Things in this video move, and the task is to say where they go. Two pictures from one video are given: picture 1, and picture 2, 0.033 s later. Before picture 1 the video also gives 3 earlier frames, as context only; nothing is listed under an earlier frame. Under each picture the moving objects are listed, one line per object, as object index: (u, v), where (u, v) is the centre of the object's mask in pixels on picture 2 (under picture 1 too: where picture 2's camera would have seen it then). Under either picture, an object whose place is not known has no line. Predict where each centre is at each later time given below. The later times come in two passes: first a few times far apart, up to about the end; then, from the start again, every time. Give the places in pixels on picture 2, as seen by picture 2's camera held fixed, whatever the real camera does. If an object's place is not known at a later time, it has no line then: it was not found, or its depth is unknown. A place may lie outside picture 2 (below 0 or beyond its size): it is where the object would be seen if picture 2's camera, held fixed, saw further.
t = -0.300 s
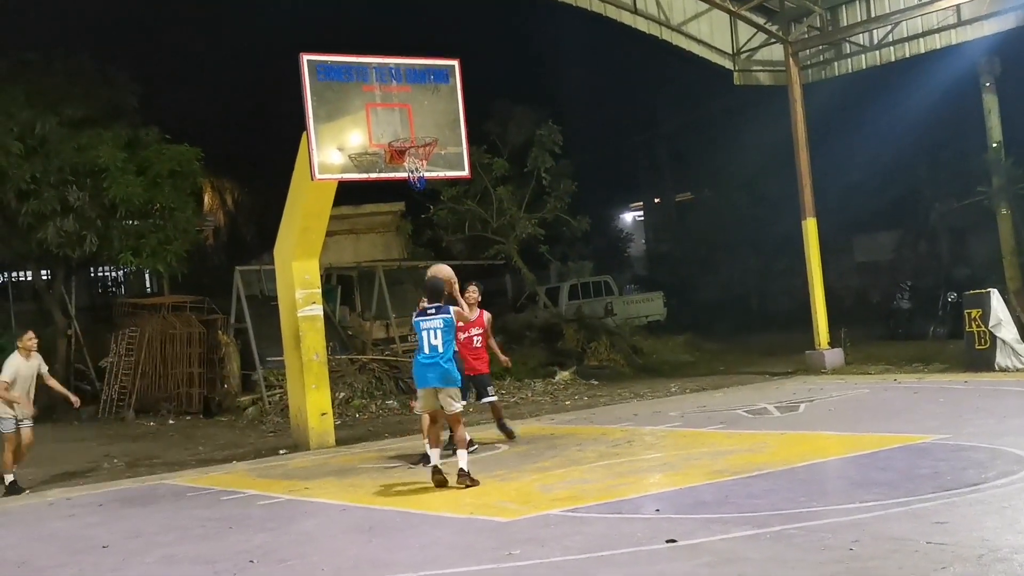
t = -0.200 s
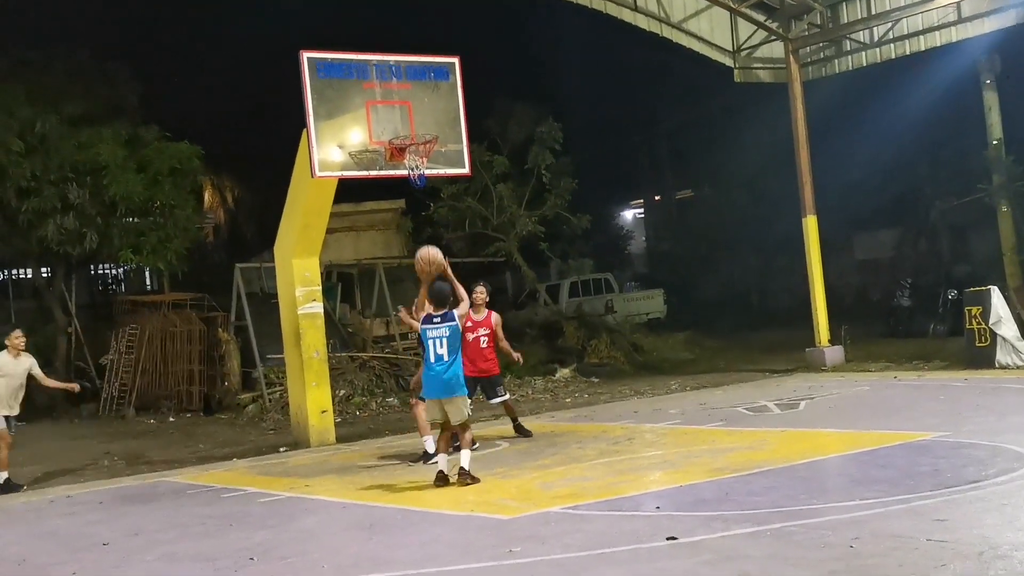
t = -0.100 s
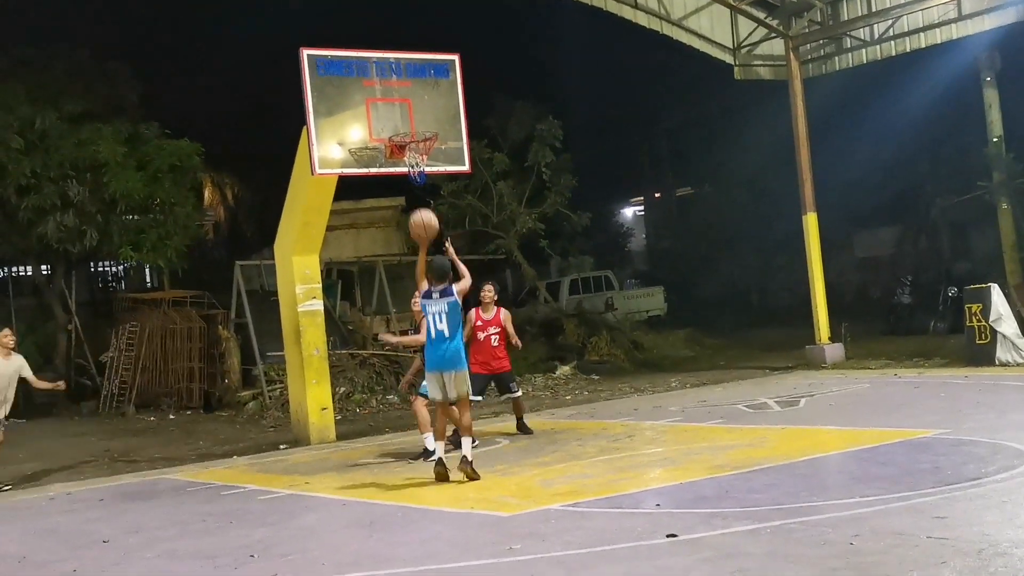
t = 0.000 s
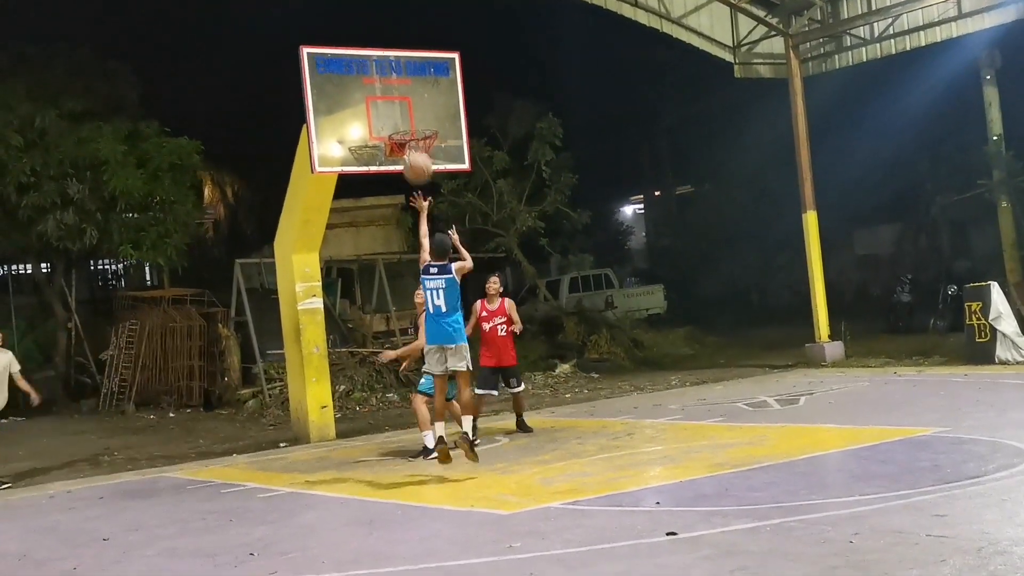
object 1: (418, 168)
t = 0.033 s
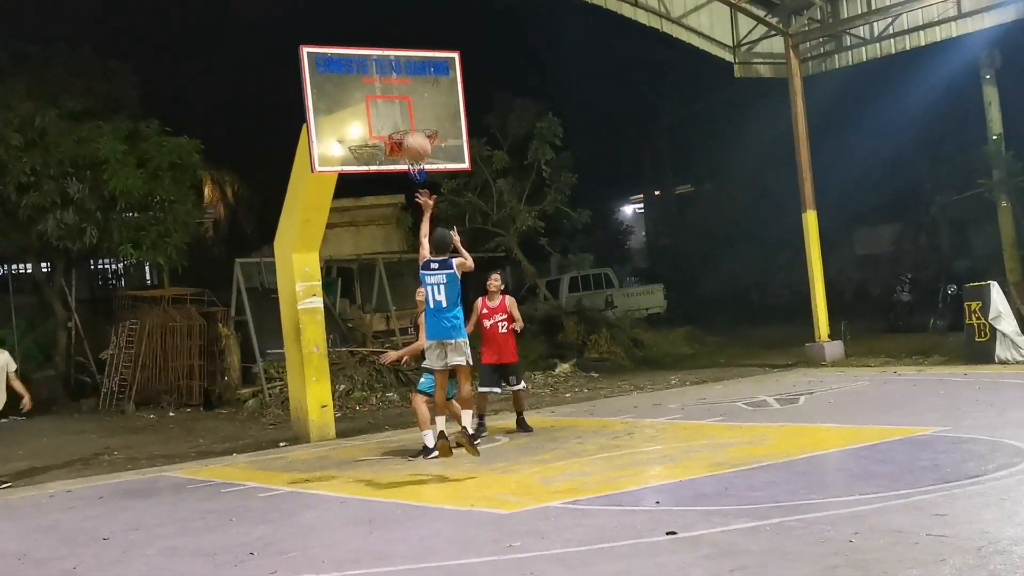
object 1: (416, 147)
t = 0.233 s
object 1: (412, 73)
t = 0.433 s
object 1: (411, 48)
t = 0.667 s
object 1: (417, 72)
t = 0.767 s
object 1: (421, 99)
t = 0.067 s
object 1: (416, 133)
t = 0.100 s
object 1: (414, 117)
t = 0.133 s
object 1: (413, 104)
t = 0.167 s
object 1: (413, 92)
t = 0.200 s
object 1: (412, 82)
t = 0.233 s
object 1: (412, 73)
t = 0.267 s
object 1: (412, 67)
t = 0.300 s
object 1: (411, 60)
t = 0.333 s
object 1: (411, 55)
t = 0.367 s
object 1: (411, 51)
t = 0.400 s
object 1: (411, 49)
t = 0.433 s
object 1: (411, 48)
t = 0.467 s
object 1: (412, 48)
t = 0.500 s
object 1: (412, 49)
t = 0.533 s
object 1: (413, 51)
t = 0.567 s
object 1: (414, 55)
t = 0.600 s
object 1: (415, 59)
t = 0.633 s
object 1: (417, 65)
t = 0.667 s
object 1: (417, 72)
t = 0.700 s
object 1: (418, 80)
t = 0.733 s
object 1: (419, 89)
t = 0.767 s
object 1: (421, 99)
